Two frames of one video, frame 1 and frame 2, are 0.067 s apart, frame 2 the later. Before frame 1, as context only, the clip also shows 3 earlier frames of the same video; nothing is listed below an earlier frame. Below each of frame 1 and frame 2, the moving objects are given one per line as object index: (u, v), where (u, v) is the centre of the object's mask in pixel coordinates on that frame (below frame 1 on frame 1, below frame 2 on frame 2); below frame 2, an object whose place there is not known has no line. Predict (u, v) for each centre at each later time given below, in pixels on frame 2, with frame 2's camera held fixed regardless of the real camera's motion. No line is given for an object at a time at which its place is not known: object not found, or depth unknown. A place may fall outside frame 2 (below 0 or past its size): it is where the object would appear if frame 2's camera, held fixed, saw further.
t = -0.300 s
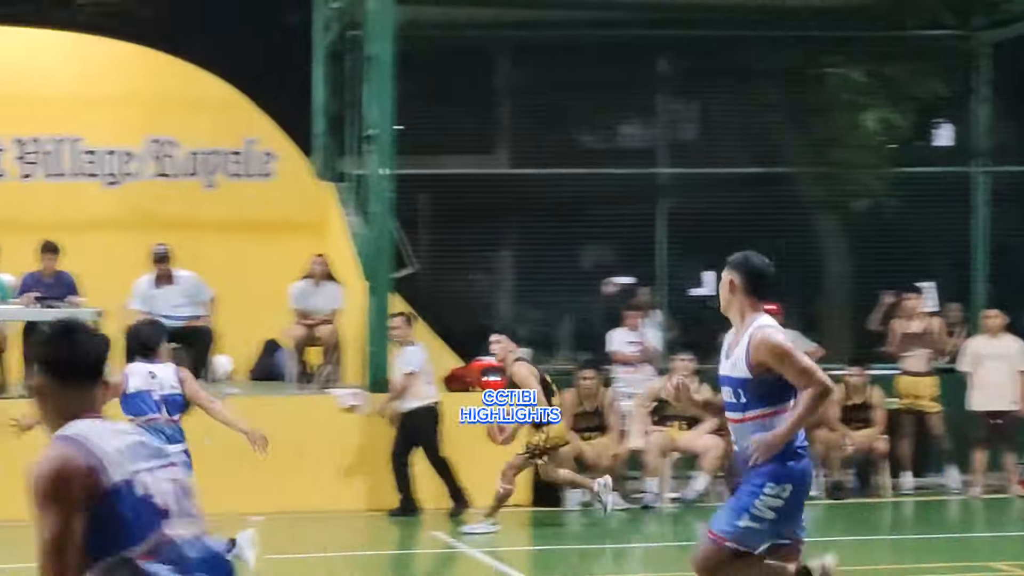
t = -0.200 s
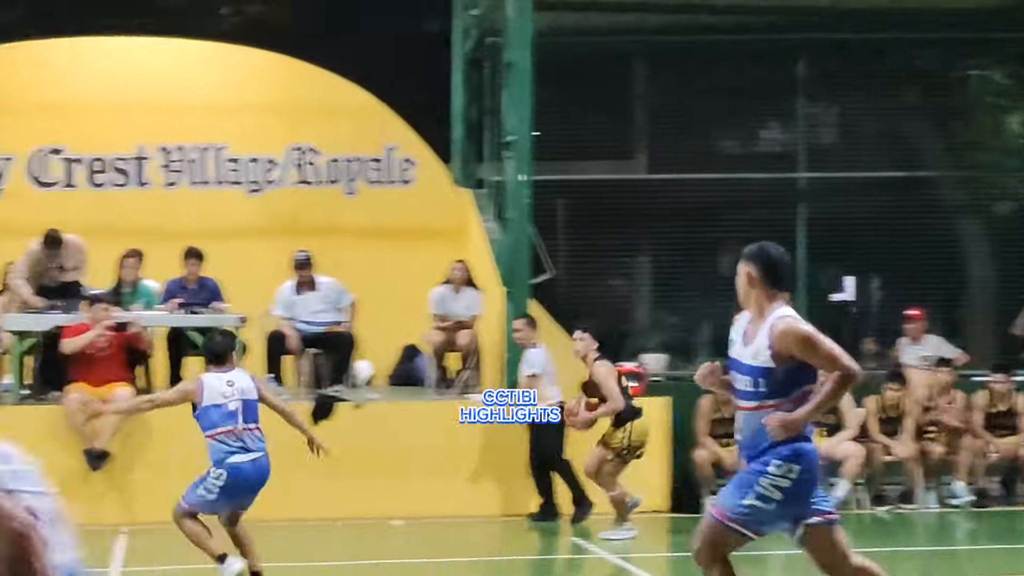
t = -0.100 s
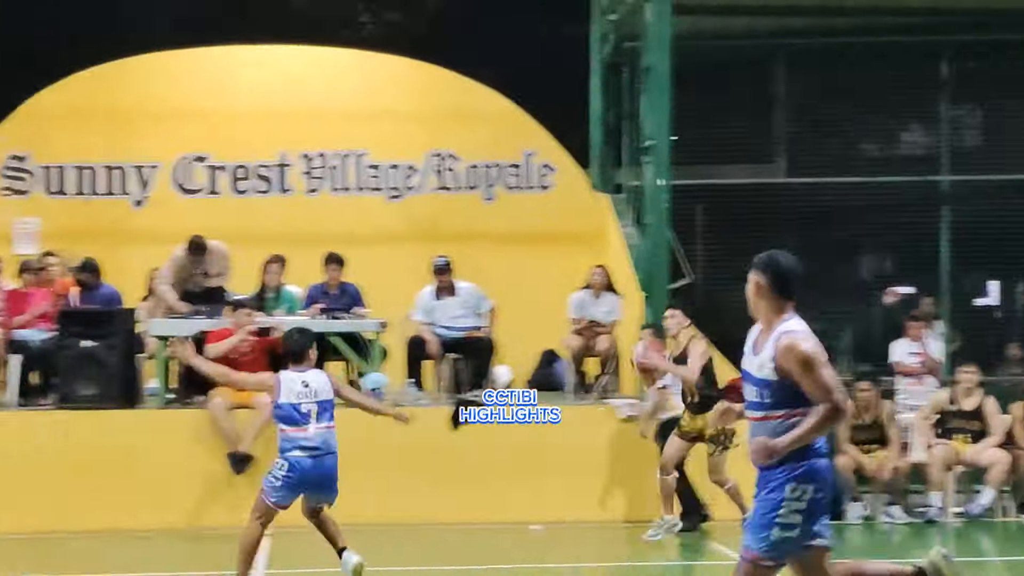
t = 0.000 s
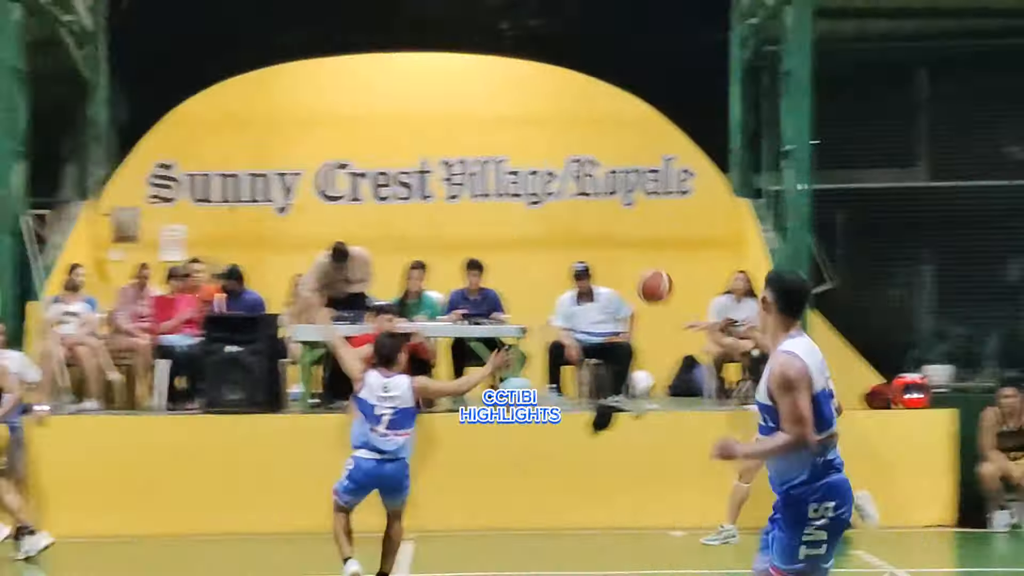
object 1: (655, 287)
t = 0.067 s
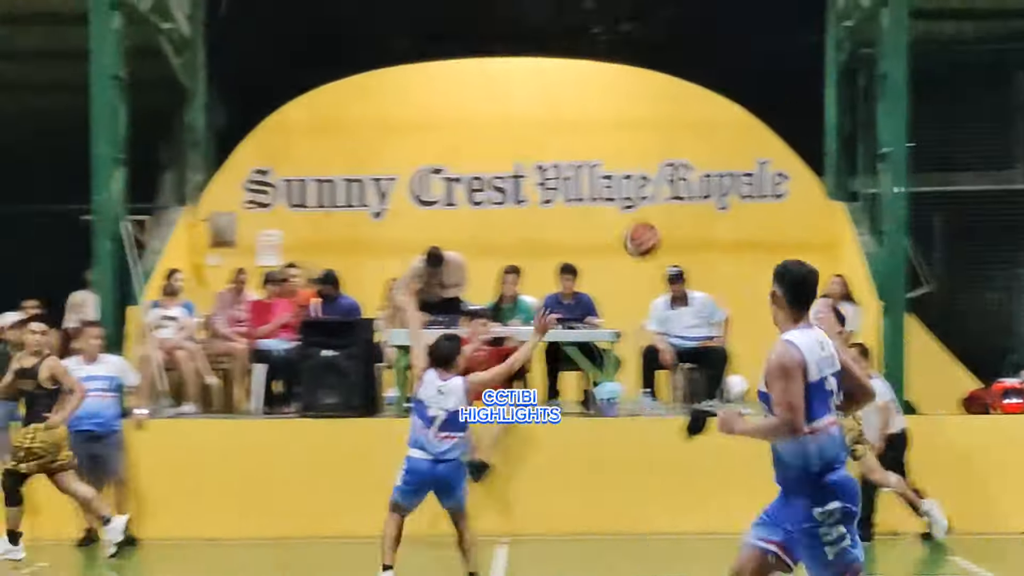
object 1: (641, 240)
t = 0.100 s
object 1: (585, 215)
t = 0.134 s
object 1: (528, 192)
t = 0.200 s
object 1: (404, 149)
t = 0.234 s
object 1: (340, 129)
